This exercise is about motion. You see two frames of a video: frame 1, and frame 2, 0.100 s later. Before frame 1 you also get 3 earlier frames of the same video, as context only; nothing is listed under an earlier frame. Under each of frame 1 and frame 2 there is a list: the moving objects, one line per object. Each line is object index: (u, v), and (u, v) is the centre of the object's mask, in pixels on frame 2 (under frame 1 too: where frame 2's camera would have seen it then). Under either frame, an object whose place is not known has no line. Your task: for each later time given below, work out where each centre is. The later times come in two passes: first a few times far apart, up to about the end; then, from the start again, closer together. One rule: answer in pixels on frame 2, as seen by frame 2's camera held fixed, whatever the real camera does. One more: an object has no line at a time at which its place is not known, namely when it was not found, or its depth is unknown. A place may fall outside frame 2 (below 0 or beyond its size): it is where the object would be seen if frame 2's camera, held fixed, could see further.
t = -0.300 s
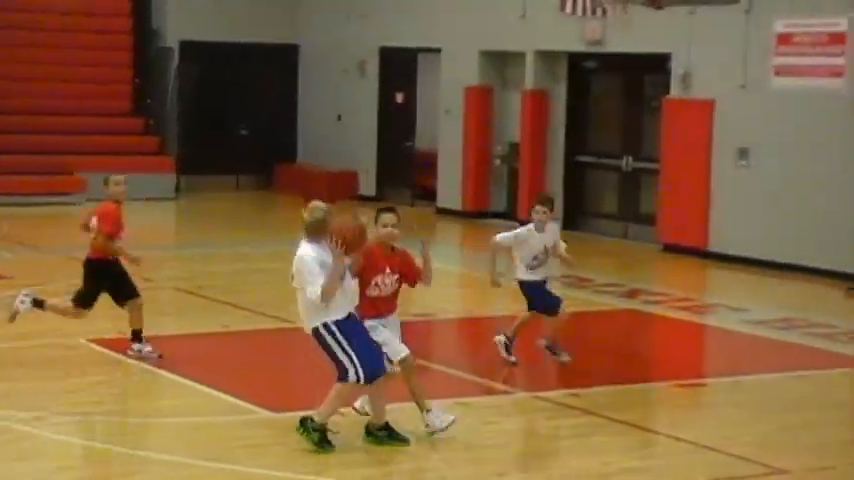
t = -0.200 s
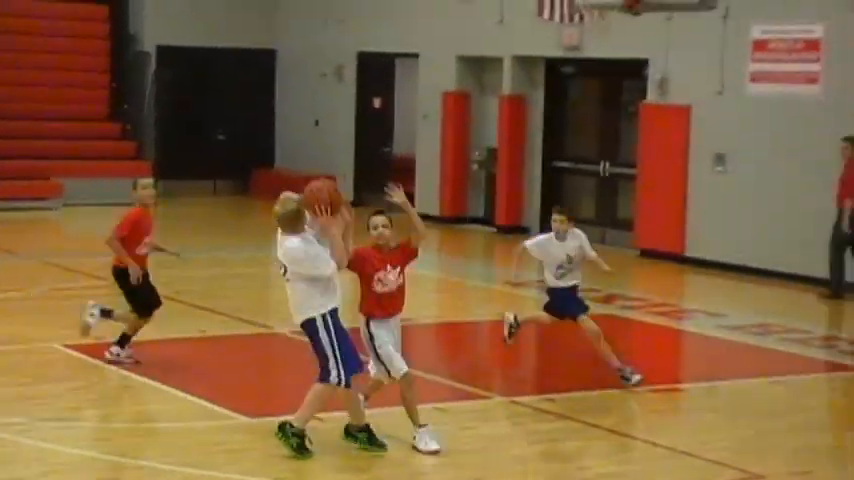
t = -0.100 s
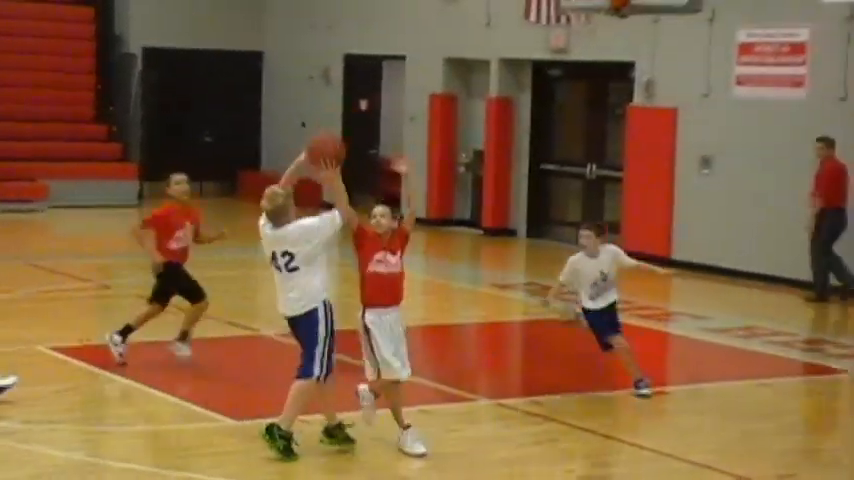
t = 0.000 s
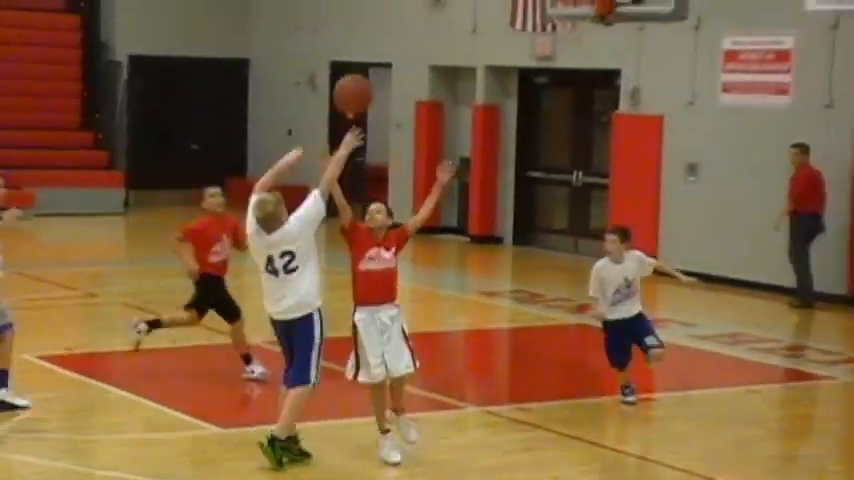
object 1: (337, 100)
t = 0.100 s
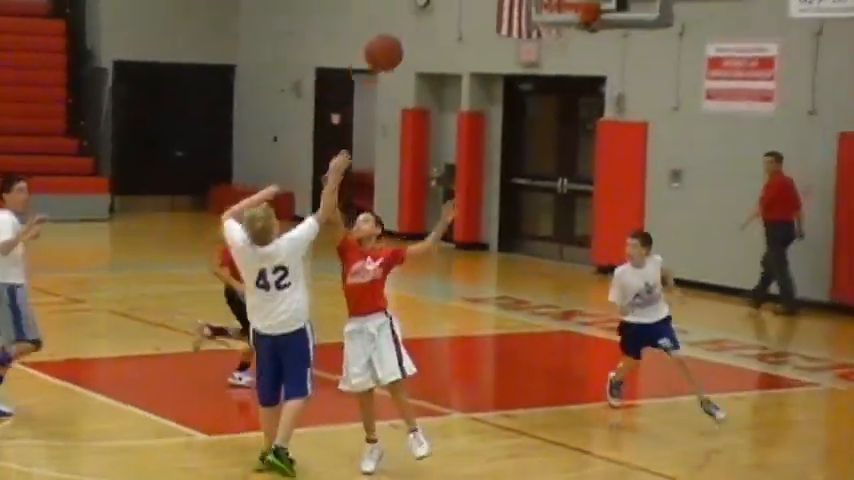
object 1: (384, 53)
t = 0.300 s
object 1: (468, 8)
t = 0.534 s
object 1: (558, 38)
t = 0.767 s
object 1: (641, 143)
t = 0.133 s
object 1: (398, 41)
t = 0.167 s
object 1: (413, 30)
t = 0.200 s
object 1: (427, 22)
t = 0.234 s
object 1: (441, 15)
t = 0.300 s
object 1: (468, 8)
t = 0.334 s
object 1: (481, 7)
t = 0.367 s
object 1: (494, 8)
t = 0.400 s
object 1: (508, 11)
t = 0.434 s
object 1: (521, 17)
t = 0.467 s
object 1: (534, 21)
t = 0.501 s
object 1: (546, 28)
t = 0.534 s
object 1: (558, 38)
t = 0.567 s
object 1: (571, 47)
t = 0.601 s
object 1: (583, 60)
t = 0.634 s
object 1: (594, 74)
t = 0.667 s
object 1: (606, 89)
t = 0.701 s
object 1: (617, 105)
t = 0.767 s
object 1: (641, 143)
